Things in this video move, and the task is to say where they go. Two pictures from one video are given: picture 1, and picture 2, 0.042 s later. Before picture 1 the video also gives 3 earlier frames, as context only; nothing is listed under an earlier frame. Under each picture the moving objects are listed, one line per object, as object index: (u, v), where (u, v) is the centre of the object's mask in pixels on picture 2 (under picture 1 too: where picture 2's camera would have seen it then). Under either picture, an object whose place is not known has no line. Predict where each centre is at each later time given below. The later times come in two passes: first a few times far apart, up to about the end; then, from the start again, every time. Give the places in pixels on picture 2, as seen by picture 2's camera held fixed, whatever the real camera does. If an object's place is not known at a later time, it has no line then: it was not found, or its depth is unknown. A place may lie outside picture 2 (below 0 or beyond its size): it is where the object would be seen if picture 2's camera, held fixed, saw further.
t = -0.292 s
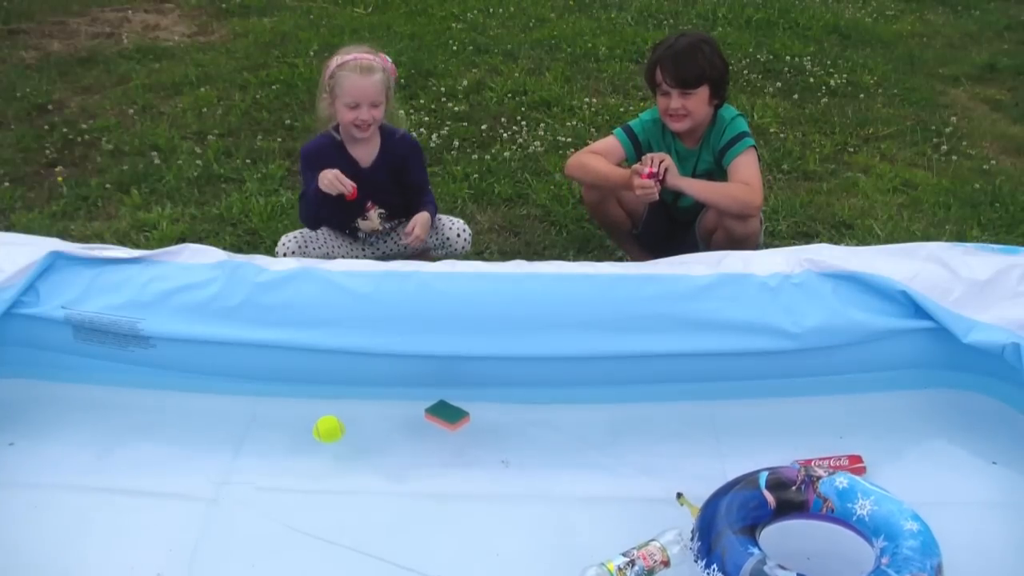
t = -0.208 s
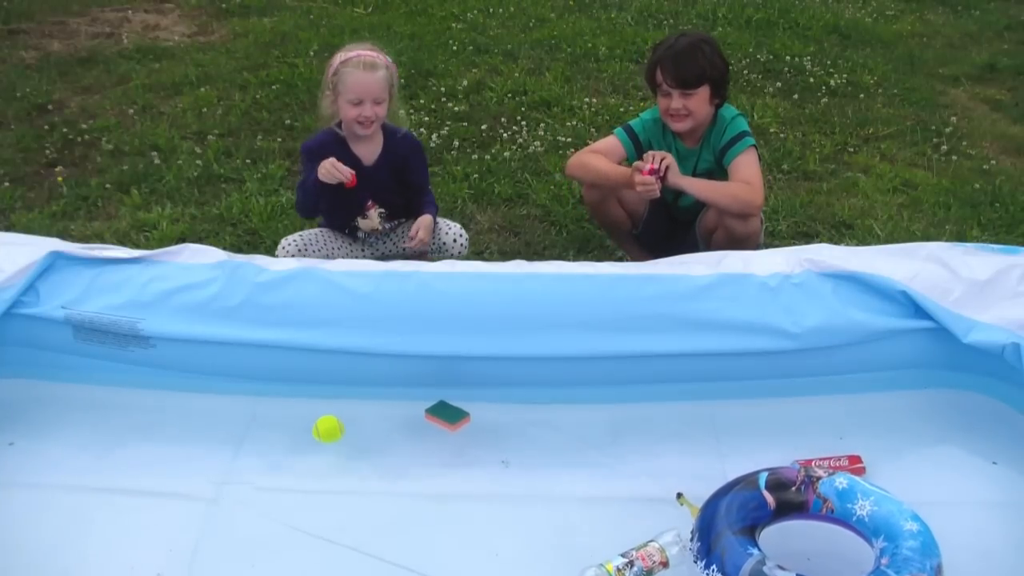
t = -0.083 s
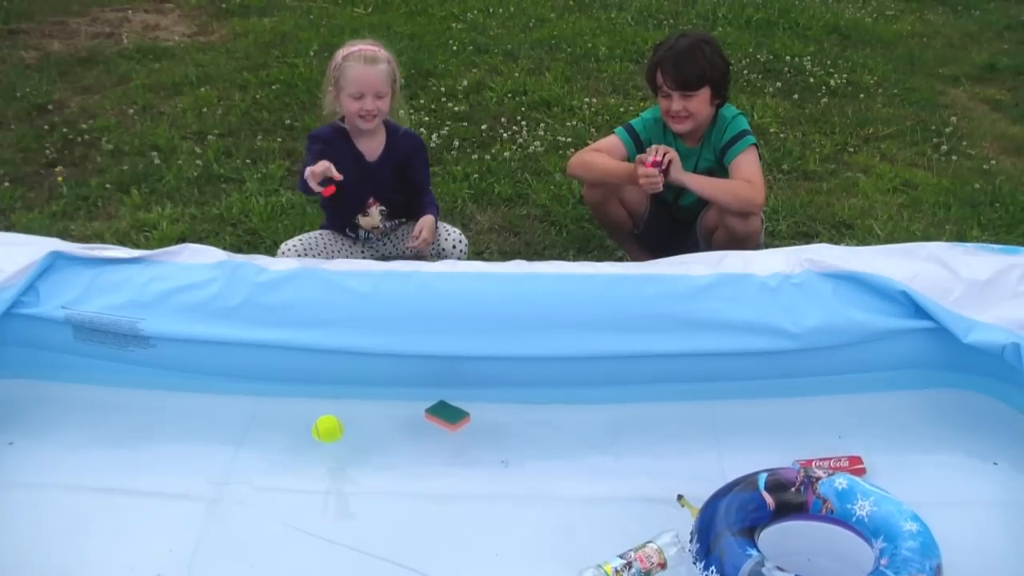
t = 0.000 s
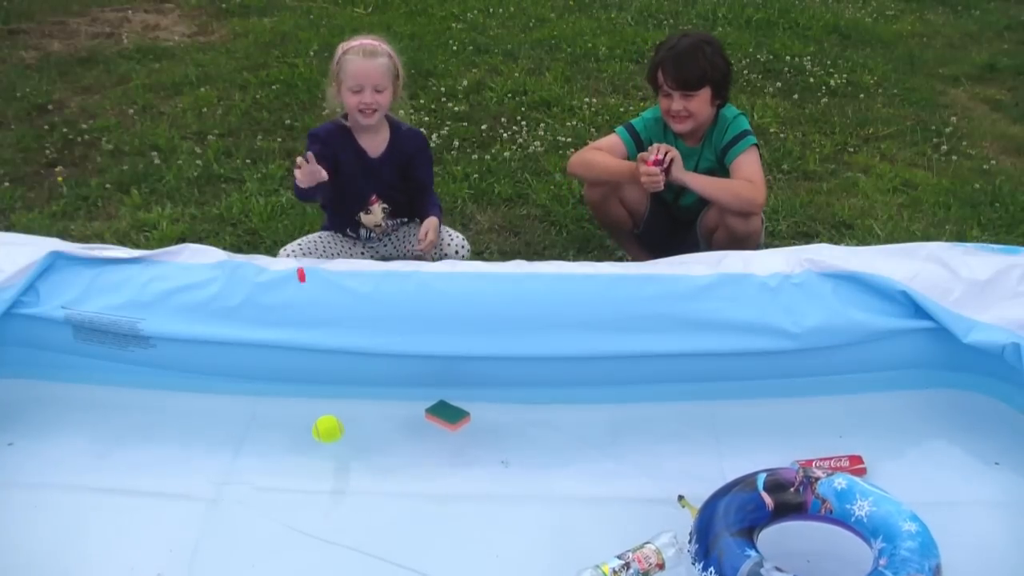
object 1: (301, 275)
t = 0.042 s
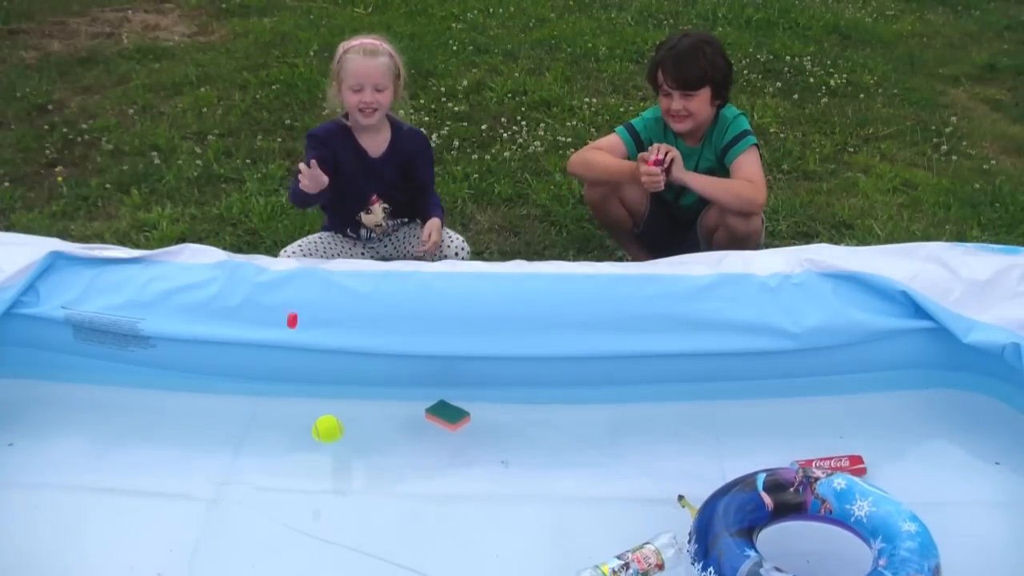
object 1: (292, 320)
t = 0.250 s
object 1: (265, 480)
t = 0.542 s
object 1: (259, 489)
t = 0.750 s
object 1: (257, 492)
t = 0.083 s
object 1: (283, 374)
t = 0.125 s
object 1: (275, 436)
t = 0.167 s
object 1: (268, 476)
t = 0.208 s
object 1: (266, 481)
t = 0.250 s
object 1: (265, 480)
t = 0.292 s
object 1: (264, 478)
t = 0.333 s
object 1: (263, 480)
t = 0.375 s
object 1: (263, 482)
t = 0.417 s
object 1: (261, 485)
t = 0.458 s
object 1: (259, 487)
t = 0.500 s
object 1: (259, 489)
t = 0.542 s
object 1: (259, 489)
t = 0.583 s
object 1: (259, 488)
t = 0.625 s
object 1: (259, 488)
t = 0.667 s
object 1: (259, 489)
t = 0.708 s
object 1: (258, 491)
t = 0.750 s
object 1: (257, 492)
